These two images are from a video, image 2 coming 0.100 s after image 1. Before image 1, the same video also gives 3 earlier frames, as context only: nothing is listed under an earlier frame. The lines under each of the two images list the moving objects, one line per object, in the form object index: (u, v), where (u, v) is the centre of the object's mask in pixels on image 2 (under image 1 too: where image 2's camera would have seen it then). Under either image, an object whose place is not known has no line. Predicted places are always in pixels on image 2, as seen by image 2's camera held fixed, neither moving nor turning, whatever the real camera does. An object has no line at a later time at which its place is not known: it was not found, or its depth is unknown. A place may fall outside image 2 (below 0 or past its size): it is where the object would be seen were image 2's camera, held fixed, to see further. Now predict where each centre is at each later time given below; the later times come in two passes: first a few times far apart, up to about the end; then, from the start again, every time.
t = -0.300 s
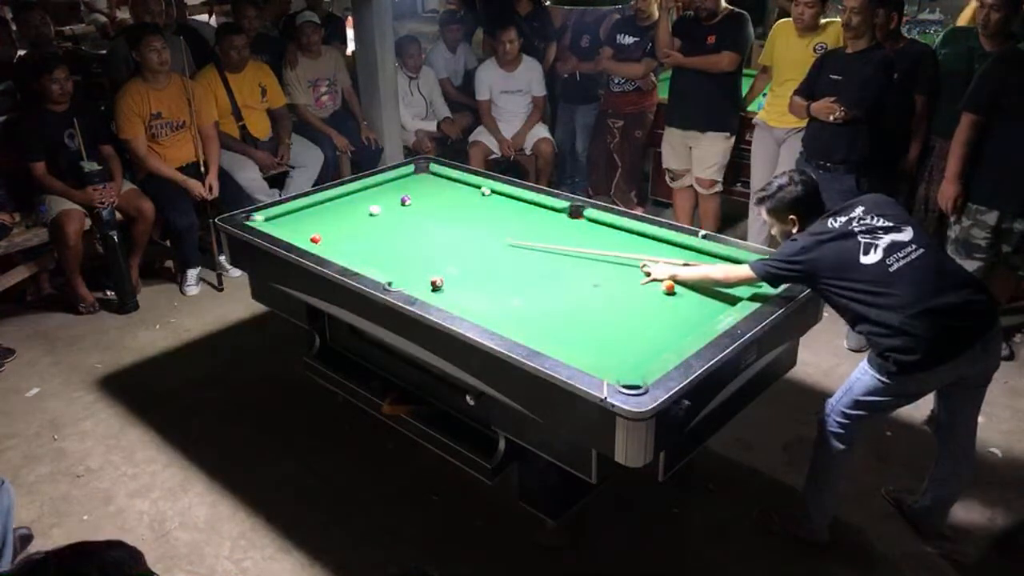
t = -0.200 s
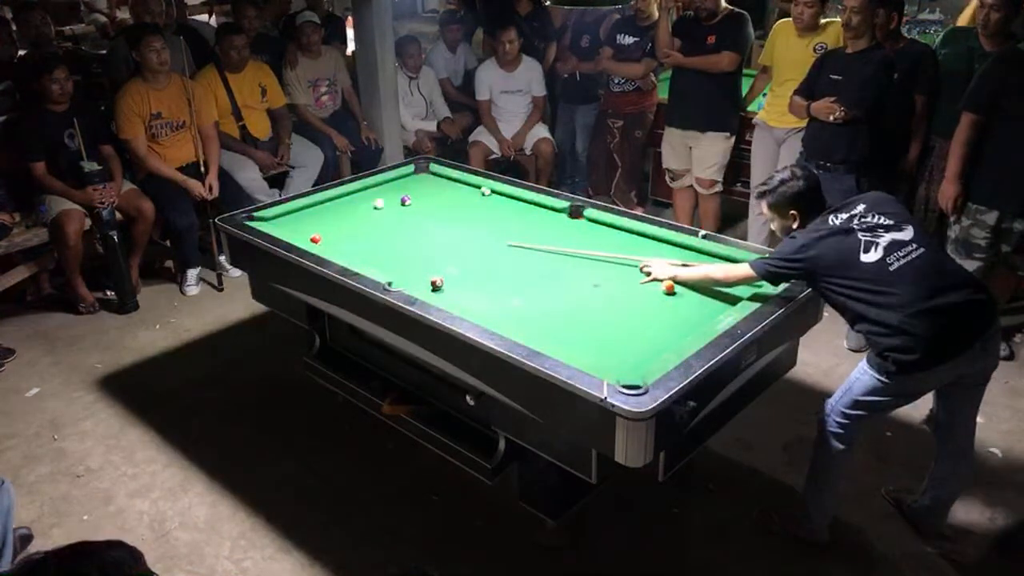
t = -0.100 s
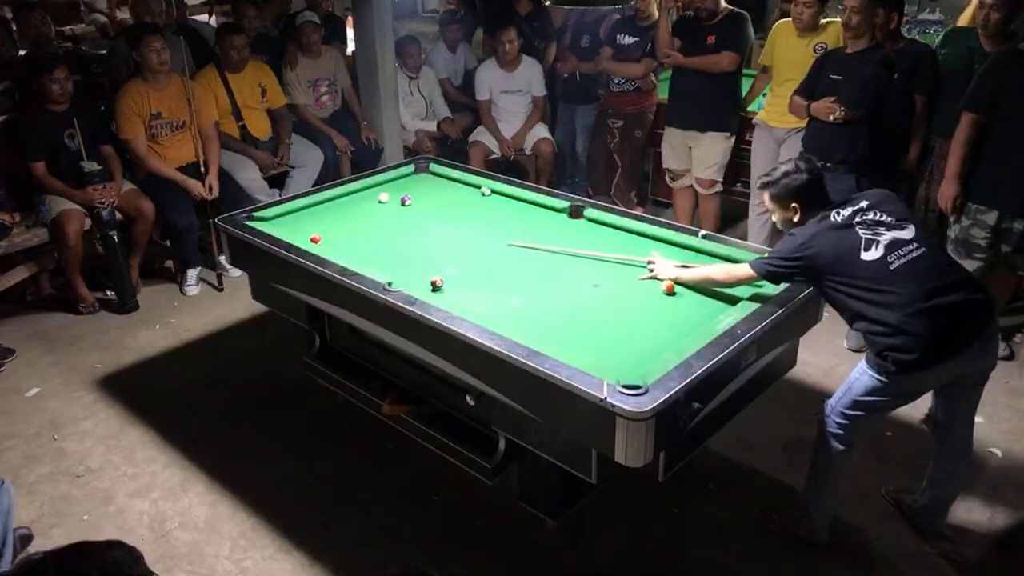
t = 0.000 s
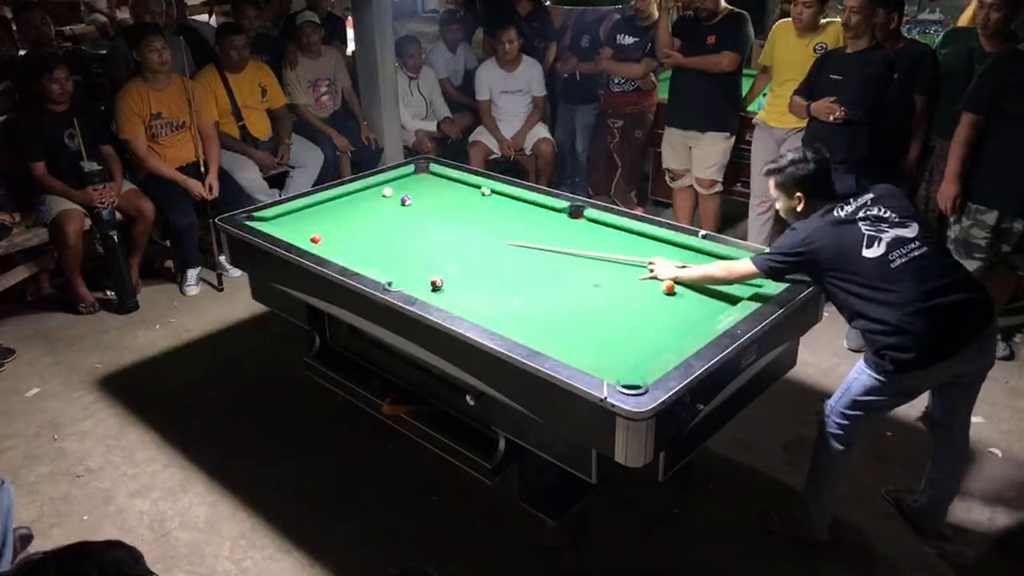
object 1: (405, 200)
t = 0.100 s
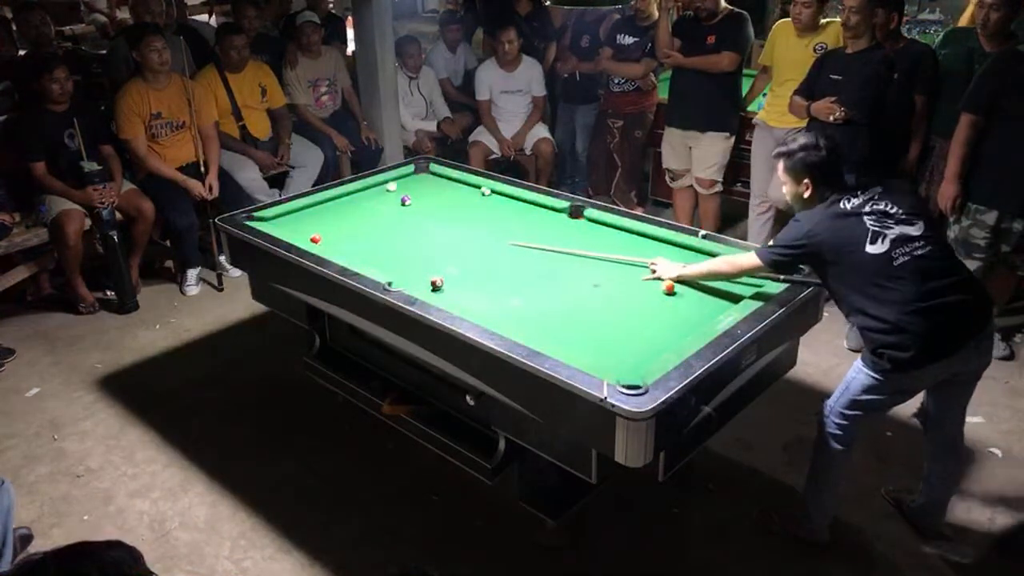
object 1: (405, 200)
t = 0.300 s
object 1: (405, 200)
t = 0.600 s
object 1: (405, 200)
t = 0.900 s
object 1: (405, 200)
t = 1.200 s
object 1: (405, 200)
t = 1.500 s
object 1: (396, 203)
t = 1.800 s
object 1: (389, 206)
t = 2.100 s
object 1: (385, 208)
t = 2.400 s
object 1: (383, 208)
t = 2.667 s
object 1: (382, 208)
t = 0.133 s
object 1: (405, 200)
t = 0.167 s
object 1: (405, 200)
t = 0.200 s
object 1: (405, 200)
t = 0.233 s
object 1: (405, 200)
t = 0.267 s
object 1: (405, 200)
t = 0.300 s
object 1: (405, 200)
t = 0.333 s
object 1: (405, 200)
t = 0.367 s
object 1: (405, 200)
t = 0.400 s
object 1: (405, 200)
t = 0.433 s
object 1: (405, 200)
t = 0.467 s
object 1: (405, 200)
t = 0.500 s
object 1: (405, 200)
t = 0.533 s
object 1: (405, 200)
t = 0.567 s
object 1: (405, 200)
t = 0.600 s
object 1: (405, 200)
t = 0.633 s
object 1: (405, 200)
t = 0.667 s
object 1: (405, 200)
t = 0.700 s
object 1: (405, 200)
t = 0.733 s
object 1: (405, 200)
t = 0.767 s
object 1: (405, 200)
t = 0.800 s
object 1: (405, 200)
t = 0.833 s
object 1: (405, 200)
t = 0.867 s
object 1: (405, 200)
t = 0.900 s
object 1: (405, 200)
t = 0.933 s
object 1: (405, 200)
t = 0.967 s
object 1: (405, 200)
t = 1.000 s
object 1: (405, 200)
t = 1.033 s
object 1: (405, 200)
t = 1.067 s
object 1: (405, 200)
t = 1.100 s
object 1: (405, 200)
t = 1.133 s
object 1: (405, 200)
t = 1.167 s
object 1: (405, 200)
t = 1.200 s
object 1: (405, 200)
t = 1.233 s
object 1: (404, 200)
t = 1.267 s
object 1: (404, 201)
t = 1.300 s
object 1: (402, 201)
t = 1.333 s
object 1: (402, 202)
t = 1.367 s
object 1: (400, 202)
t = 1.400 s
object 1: (399, 203)
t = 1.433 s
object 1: (398, 202)
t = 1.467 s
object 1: (397, 203)
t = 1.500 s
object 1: (396, 203)
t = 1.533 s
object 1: (395, 203)
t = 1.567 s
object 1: (395, 204)
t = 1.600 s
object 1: (394, 204)
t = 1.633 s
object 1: (393, 204)
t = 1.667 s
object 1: (392, 205)
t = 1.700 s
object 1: (391, 205)
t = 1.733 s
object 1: (391, 205)
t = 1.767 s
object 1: (390, 206)
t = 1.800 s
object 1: (389, 206)
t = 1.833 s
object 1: (388, 206)
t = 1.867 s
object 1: (388, 206)
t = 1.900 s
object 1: (388, 207)
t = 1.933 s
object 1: (387, 207)
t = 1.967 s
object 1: (387, 207)
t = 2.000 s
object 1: (386, 207)
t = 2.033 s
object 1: (385, 207)
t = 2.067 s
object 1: (385, 207)
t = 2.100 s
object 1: (385, 208)
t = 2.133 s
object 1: (385, 208)
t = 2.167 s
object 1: (384, 208)
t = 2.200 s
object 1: (384, 208)
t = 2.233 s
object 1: (383, 208)
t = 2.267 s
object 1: (383, 208)
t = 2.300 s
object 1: (383, 208)
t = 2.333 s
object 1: (383, 208)
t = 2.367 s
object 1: (383, 208)
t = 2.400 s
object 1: (383, 208)
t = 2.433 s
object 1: (383, 208)
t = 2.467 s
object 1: (383, 208)
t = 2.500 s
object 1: (382, 208)
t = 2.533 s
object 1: (382, 208)
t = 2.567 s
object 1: (382, 208)
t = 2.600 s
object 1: (382, 208)
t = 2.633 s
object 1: (382, 208)
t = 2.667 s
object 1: (382, 208)
